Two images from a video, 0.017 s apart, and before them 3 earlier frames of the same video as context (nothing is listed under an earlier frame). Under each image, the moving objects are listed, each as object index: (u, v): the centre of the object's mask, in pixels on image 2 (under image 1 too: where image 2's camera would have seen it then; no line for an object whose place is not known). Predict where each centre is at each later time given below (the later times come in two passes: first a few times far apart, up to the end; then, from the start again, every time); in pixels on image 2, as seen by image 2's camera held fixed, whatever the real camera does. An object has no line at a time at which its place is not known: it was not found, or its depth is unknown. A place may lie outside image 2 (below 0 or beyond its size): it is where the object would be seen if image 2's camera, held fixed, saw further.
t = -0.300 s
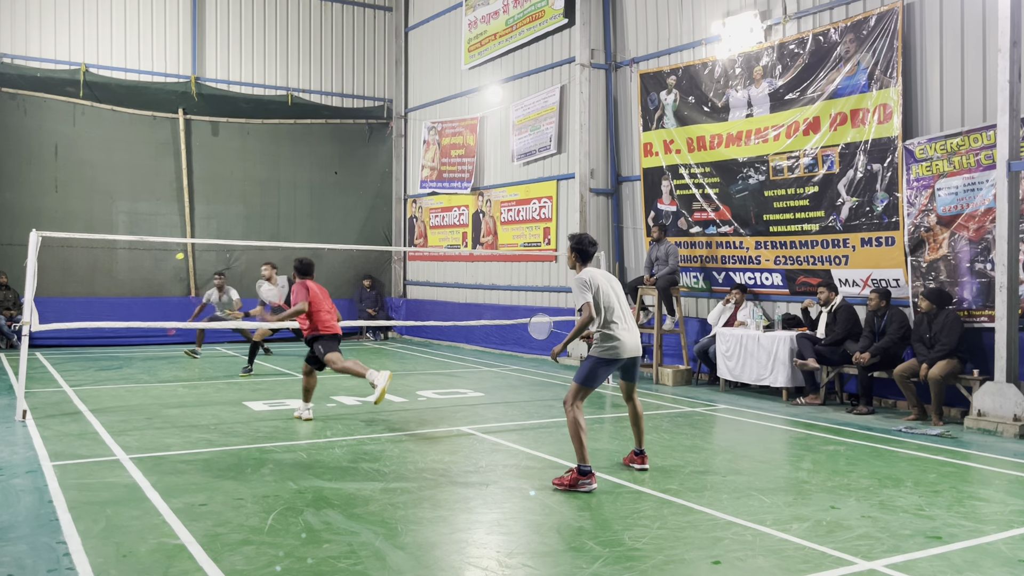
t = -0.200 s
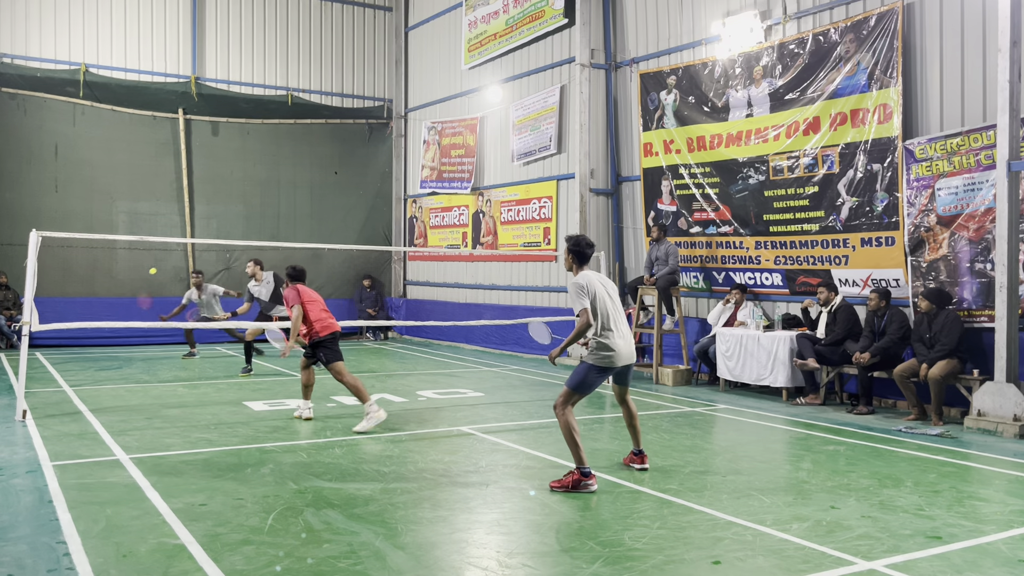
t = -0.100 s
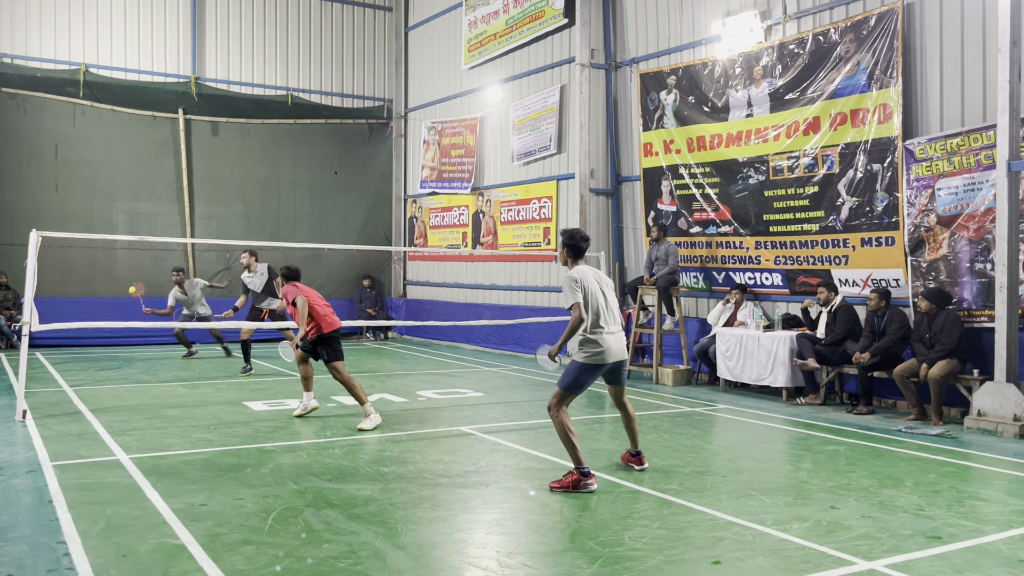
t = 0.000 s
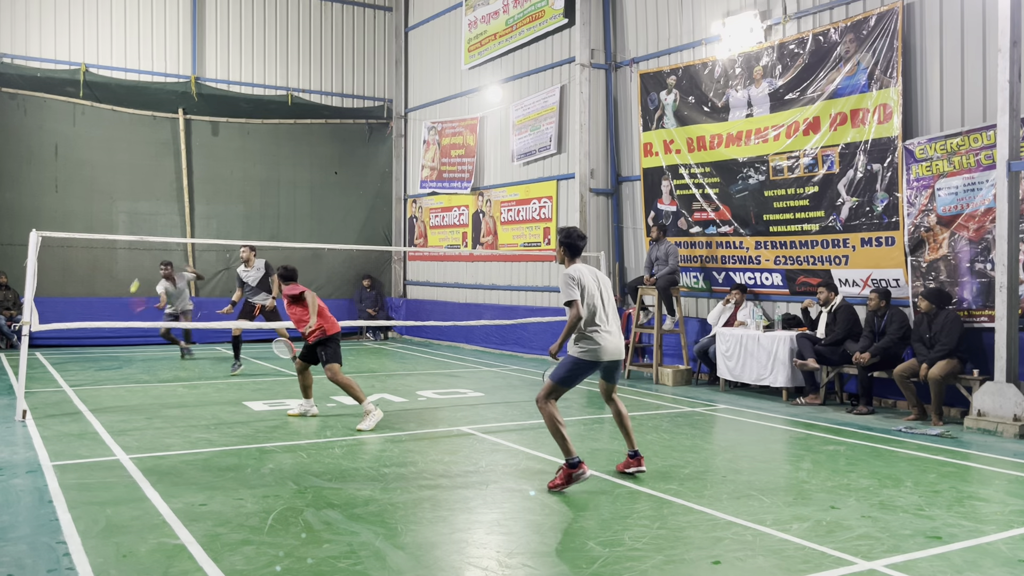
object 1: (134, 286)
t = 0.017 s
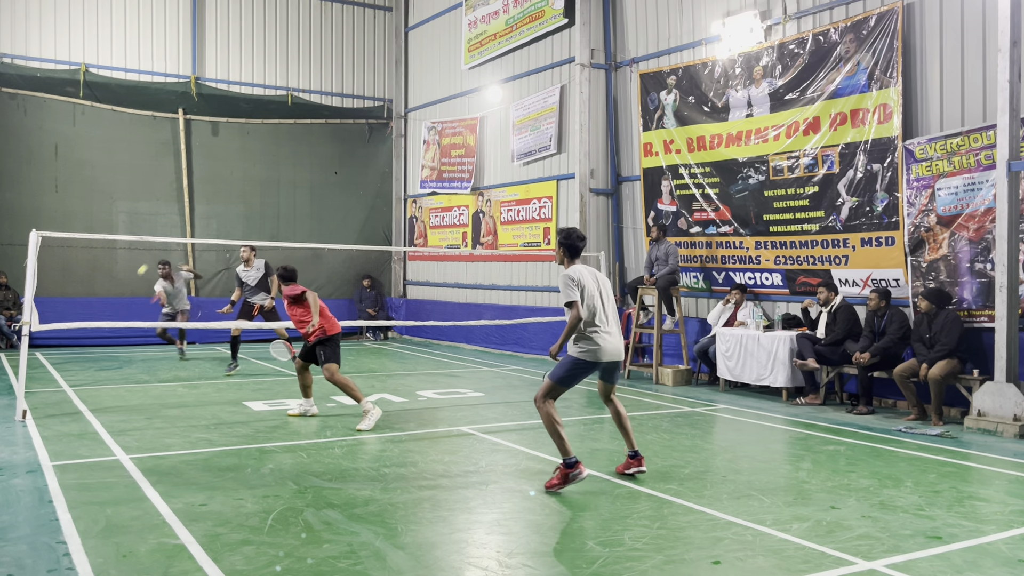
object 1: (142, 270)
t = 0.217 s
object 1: (245, 167)
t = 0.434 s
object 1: (339, 117)
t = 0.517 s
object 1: (374, 114)
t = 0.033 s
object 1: (153, 260)
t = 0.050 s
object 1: (163, 250)
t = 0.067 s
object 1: (172, 238)
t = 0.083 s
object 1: (181, 229)
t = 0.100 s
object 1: (189, 220)
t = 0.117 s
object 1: (198, 211)
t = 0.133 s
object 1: (206, 203)
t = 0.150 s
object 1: (214, 195)
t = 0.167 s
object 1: (222, 187)
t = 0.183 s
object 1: (230, 180)
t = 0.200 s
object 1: (237, 174)
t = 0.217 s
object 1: (245, 167)
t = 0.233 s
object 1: (252, 161)
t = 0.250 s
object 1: (260, 156)
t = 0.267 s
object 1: (267, 150)
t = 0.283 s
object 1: (275, 145)
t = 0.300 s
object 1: (282, 141)
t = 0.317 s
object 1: (289, 137)
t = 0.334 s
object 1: (296, 133)
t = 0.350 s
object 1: (303, 129)
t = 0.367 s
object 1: (310, 126)
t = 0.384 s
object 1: (317, 123)
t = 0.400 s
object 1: (325, 121)
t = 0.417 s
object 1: (332, 119)
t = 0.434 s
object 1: (339, 117)
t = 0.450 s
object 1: (345, 116)
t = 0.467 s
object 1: (353, 114)
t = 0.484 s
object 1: (360, 114)
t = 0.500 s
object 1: (367, 114)
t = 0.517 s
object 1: (374, 114)
